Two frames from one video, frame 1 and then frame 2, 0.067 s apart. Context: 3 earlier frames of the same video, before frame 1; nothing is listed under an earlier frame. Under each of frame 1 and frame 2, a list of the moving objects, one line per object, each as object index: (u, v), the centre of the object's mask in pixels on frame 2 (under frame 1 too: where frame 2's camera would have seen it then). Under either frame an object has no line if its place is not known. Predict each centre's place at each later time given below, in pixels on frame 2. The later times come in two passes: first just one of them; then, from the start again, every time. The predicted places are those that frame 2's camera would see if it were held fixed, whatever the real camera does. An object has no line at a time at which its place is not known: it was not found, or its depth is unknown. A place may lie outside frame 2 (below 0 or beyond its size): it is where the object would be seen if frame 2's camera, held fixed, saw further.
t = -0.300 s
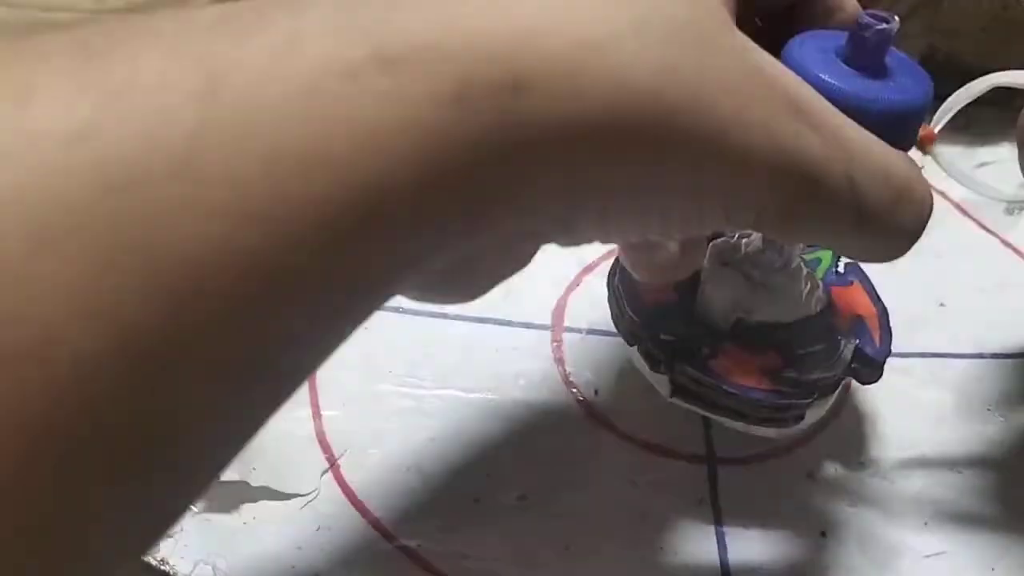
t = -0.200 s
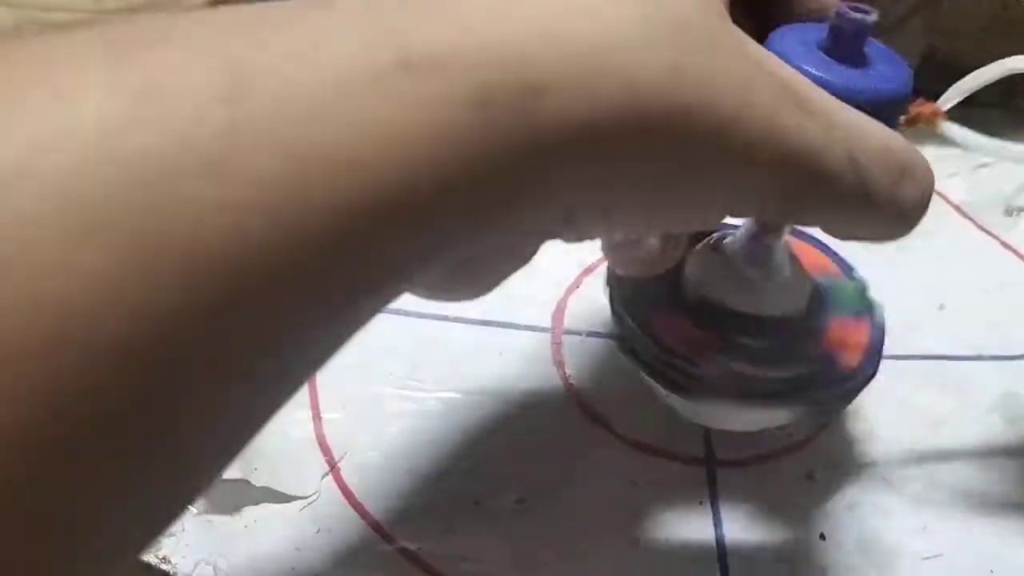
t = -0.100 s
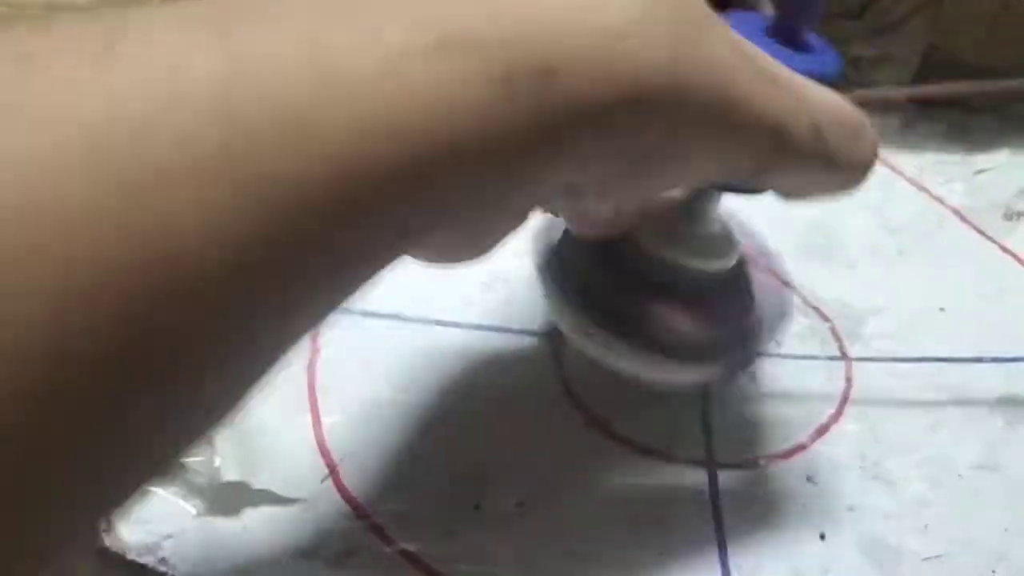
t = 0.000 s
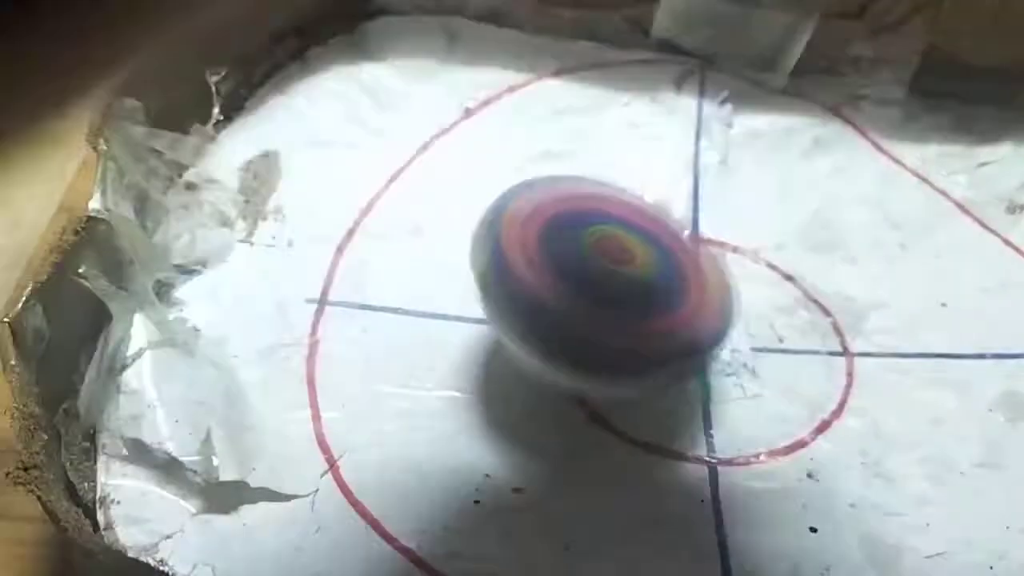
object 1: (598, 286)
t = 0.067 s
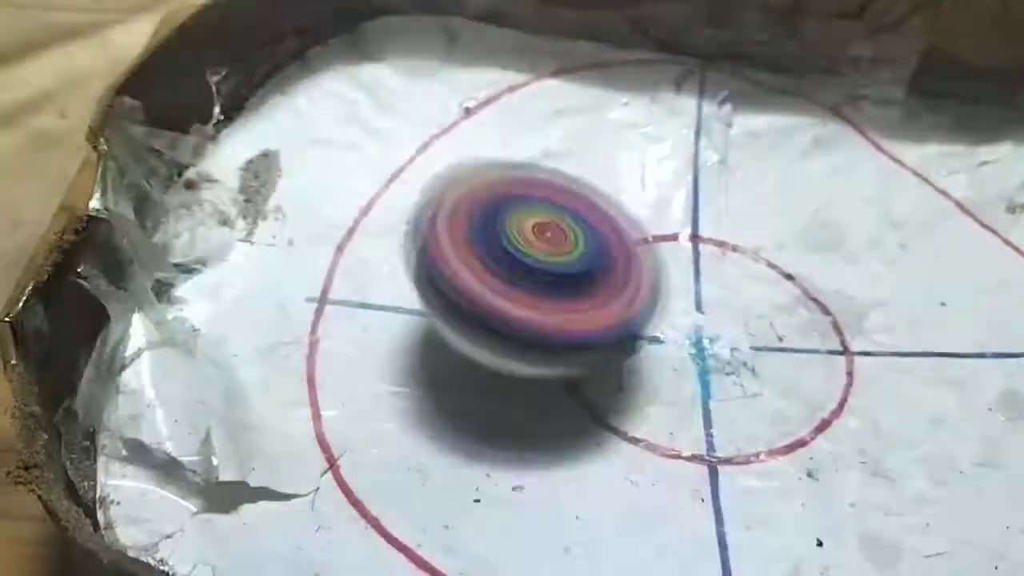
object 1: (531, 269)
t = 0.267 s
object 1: (292, 123)
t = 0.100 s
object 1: (499, 248)
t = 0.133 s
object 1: (461, 222)
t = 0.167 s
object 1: (422, 200)
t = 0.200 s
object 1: (382, 171)
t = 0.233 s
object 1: (337, 145)
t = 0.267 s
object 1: (292, 123)
